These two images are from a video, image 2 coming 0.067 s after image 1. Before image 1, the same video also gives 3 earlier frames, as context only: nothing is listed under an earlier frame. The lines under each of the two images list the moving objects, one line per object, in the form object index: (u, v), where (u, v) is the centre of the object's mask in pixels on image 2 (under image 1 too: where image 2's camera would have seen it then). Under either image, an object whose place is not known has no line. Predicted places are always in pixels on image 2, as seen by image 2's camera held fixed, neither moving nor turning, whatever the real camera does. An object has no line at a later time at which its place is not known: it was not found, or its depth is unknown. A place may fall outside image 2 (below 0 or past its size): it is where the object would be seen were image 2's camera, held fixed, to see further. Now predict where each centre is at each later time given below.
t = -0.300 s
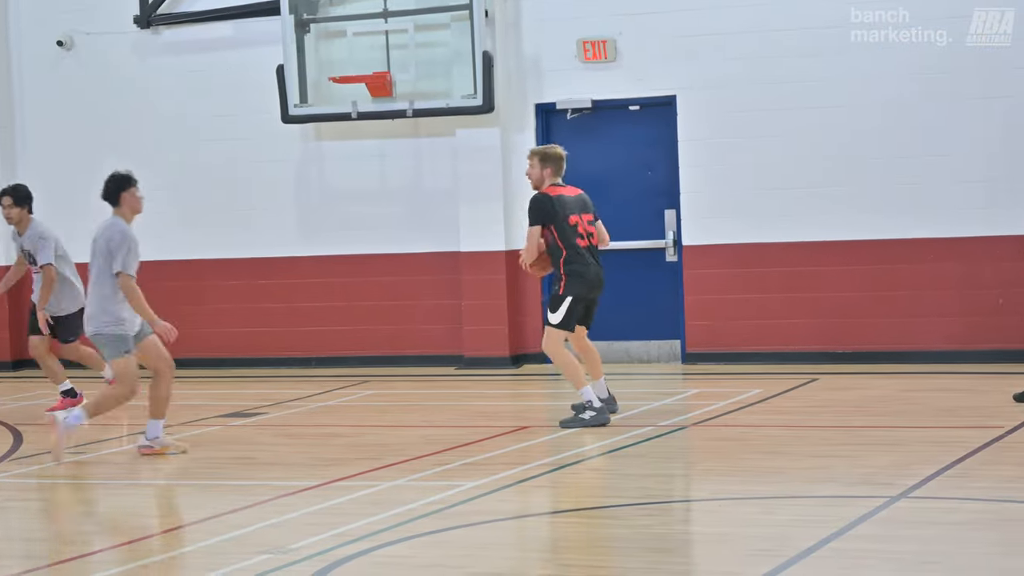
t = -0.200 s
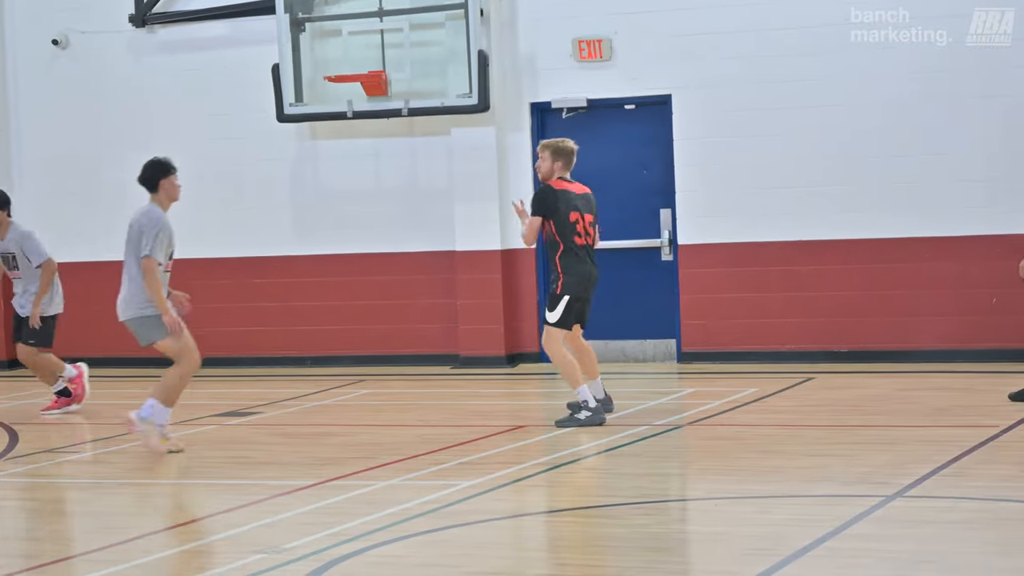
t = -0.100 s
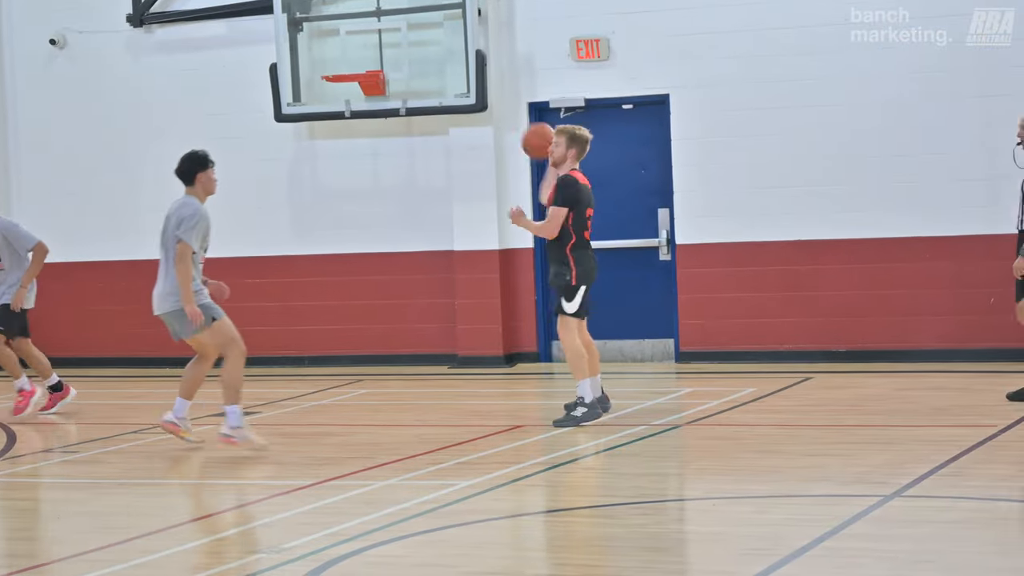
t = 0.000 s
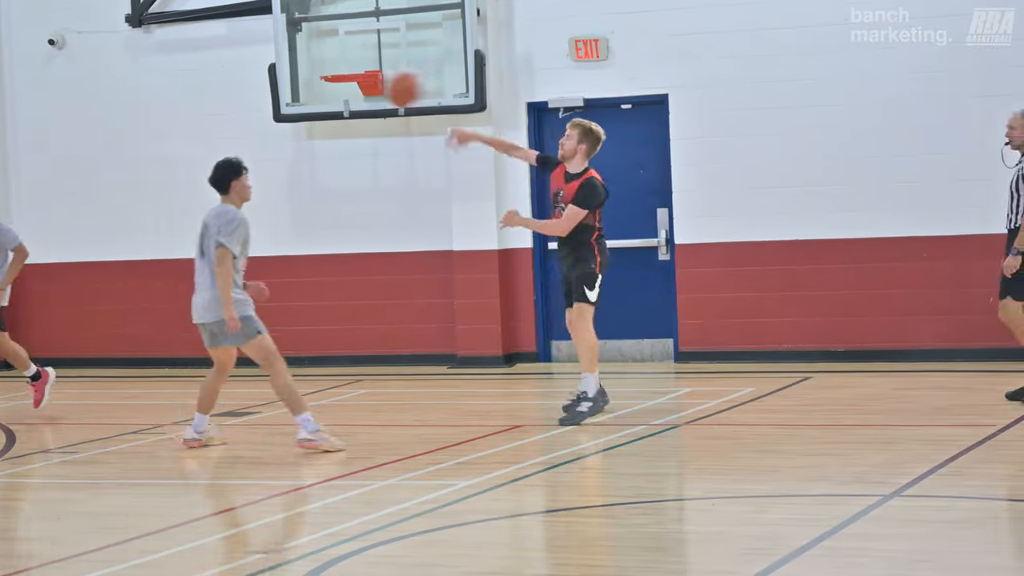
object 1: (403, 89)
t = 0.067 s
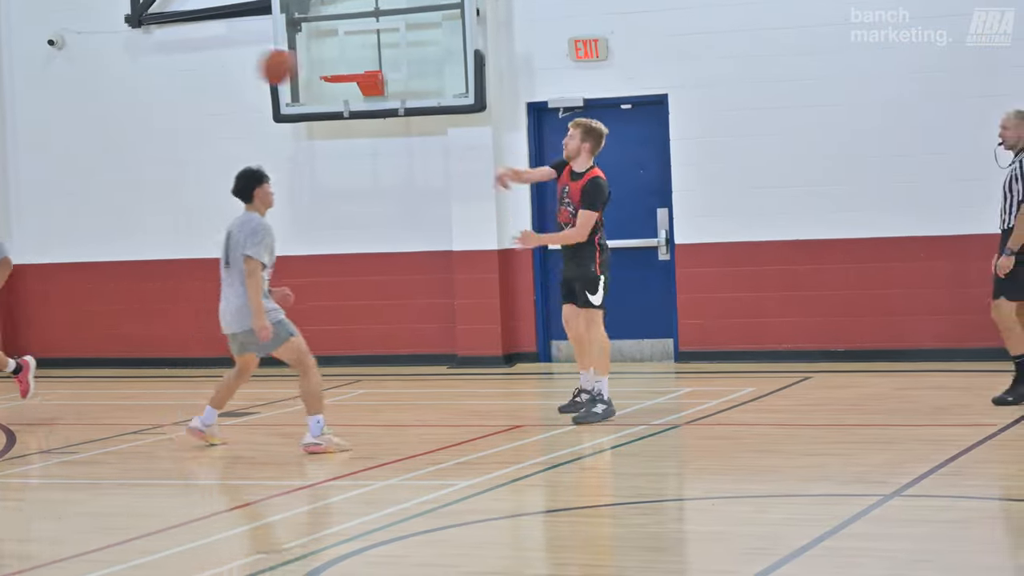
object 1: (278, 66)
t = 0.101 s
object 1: (213, 56)
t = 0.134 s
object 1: (147, 49)
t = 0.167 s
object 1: (75, 42)
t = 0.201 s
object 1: (0, 36)
